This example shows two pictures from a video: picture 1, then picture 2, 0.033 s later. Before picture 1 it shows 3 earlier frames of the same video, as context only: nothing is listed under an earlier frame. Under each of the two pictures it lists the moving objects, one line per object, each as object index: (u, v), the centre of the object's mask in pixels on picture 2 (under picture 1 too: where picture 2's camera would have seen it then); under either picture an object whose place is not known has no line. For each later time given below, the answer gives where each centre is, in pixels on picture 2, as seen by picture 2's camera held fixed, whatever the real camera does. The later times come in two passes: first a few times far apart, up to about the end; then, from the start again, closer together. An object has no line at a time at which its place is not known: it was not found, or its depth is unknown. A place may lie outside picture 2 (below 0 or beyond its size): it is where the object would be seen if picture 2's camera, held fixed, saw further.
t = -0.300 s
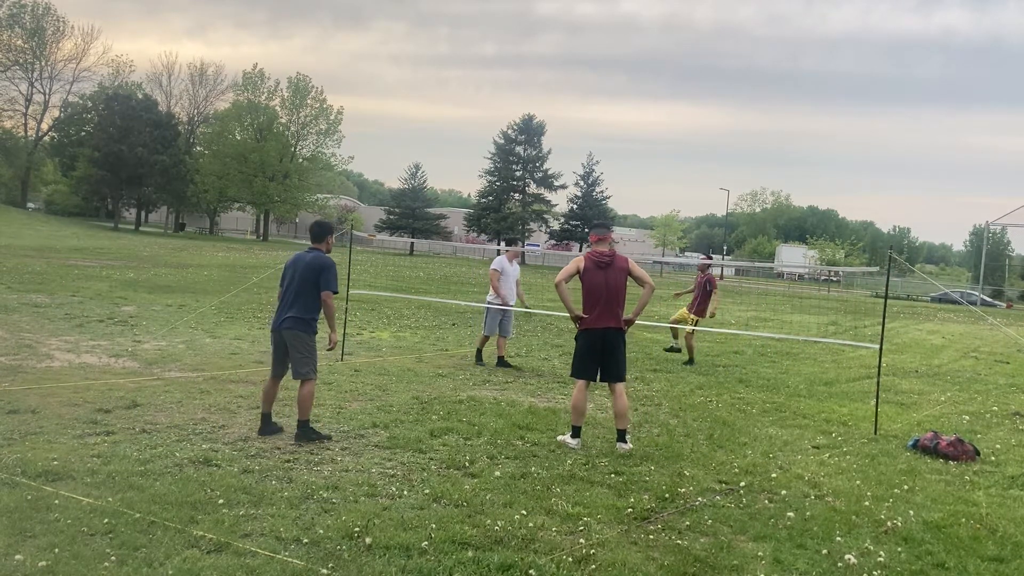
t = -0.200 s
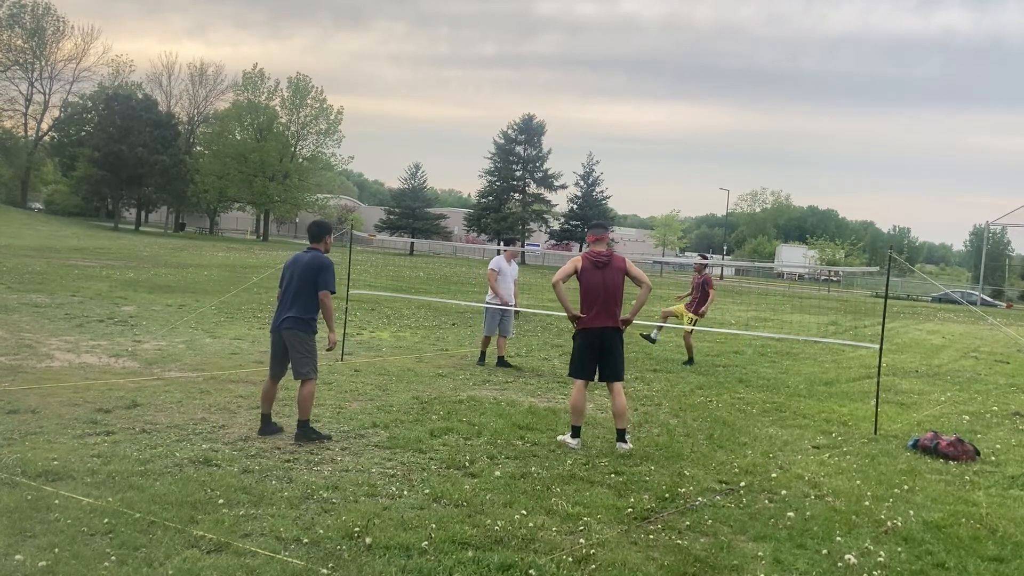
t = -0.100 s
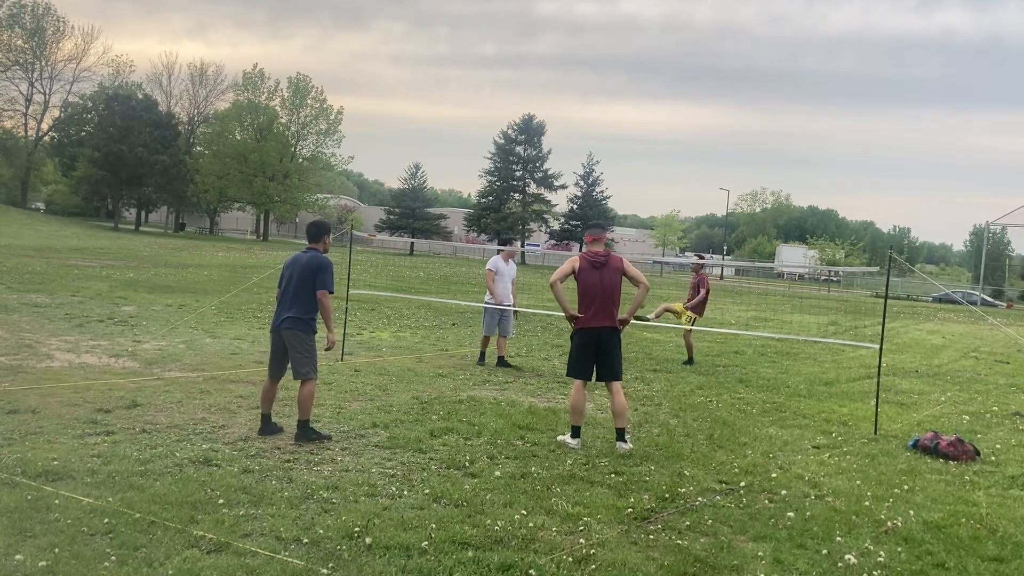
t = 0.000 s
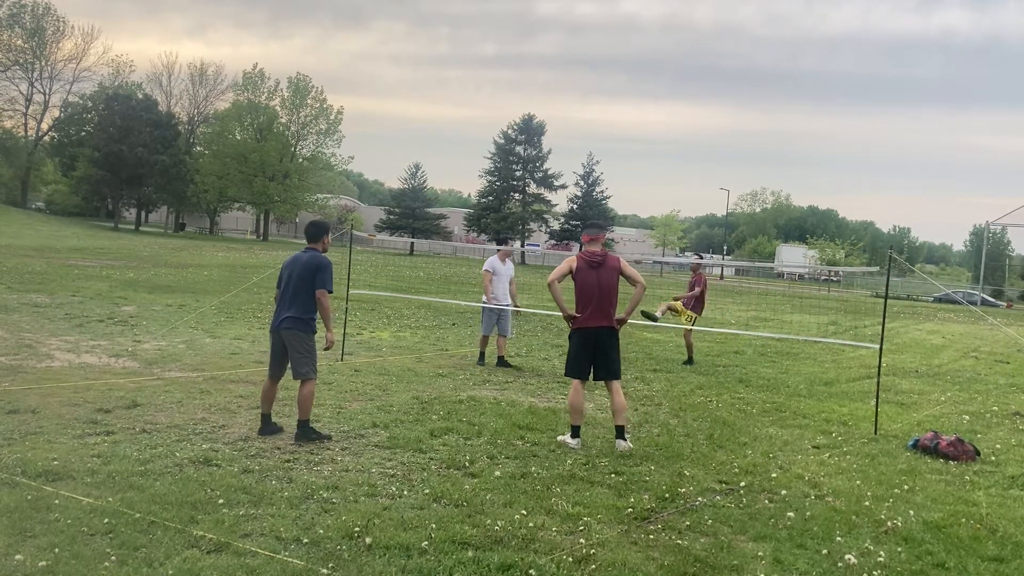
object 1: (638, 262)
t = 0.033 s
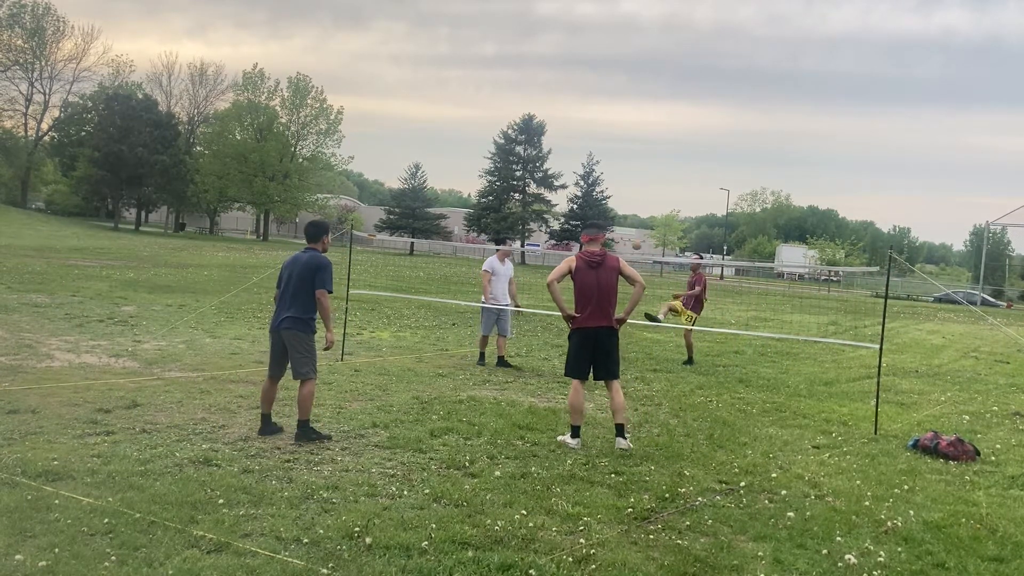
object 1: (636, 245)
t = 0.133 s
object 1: (633, 205)
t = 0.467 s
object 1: (613, 109)
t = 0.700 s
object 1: (589, 94)
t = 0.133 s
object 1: (633, 205)
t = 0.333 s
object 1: (623, 139)
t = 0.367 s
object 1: (621, 131)
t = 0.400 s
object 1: (618, 123)
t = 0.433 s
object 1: (616, 115)
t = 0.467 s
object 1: (613, 109)
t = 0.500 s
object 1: (610, 104)
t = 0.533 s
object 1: (607, 99)
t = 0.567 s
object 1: (604, 96)
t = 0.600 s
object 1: (600, 93)
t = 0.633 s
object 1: (597, 93)
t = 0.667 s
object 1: (593, 93)
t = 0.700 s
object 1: (589, 94)
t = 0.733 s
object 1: (584, 97)
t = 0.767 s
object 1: (580, 102)
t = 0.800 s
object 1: (575, 108)
